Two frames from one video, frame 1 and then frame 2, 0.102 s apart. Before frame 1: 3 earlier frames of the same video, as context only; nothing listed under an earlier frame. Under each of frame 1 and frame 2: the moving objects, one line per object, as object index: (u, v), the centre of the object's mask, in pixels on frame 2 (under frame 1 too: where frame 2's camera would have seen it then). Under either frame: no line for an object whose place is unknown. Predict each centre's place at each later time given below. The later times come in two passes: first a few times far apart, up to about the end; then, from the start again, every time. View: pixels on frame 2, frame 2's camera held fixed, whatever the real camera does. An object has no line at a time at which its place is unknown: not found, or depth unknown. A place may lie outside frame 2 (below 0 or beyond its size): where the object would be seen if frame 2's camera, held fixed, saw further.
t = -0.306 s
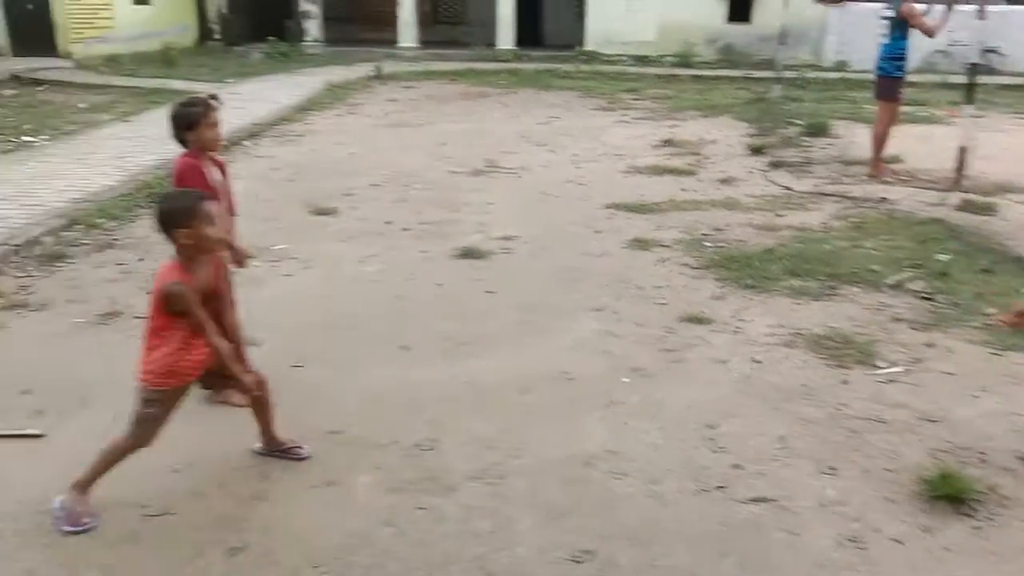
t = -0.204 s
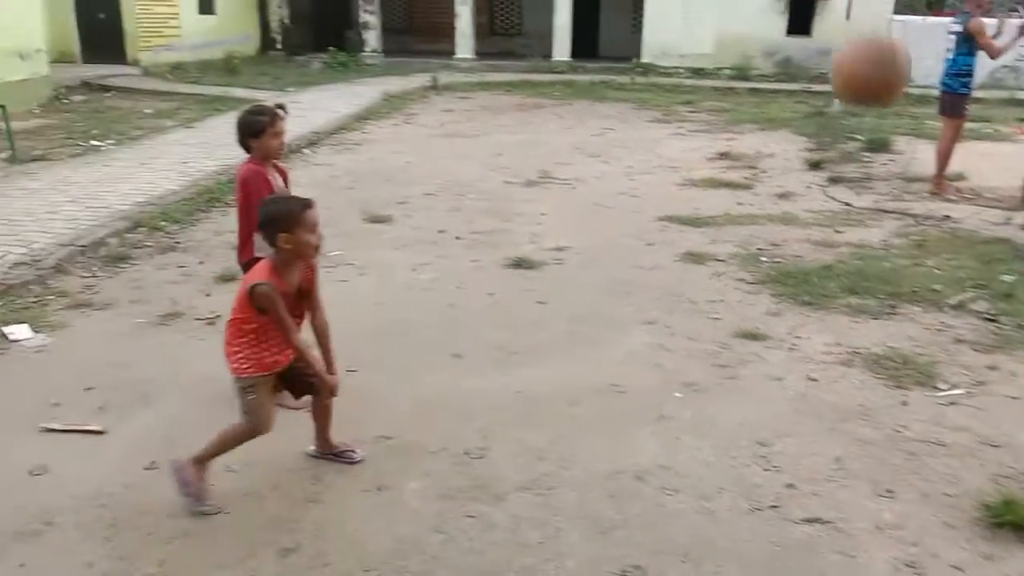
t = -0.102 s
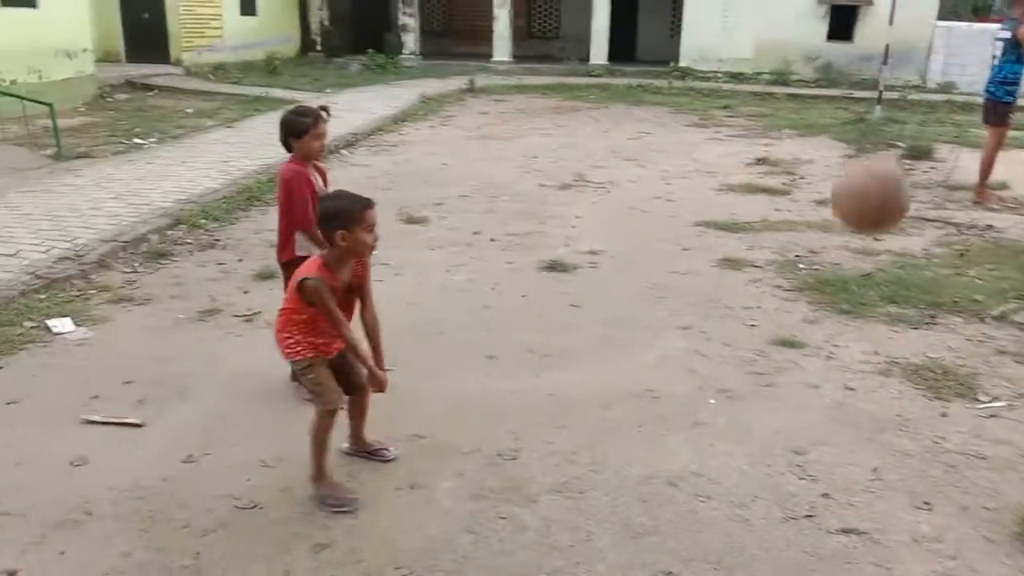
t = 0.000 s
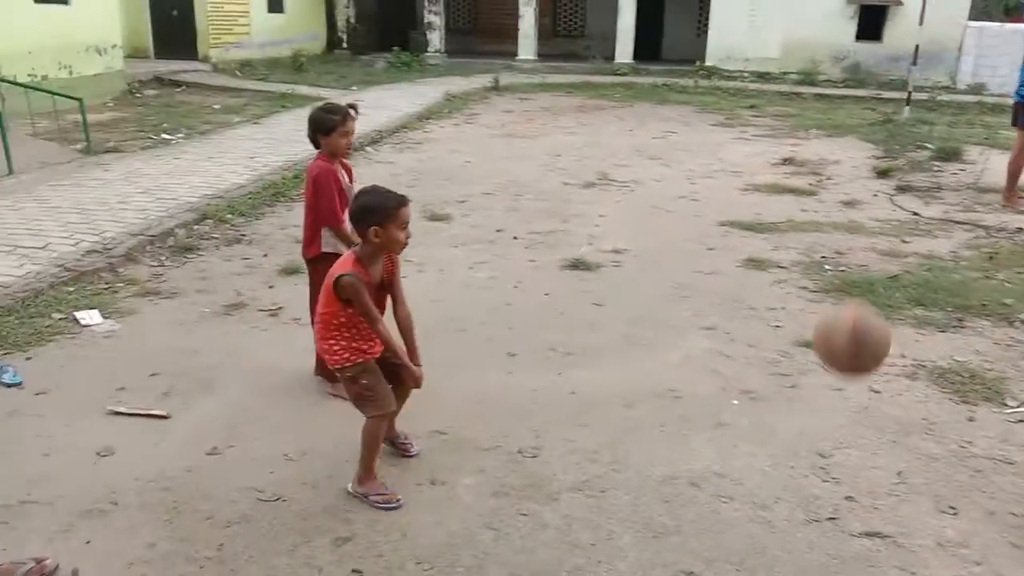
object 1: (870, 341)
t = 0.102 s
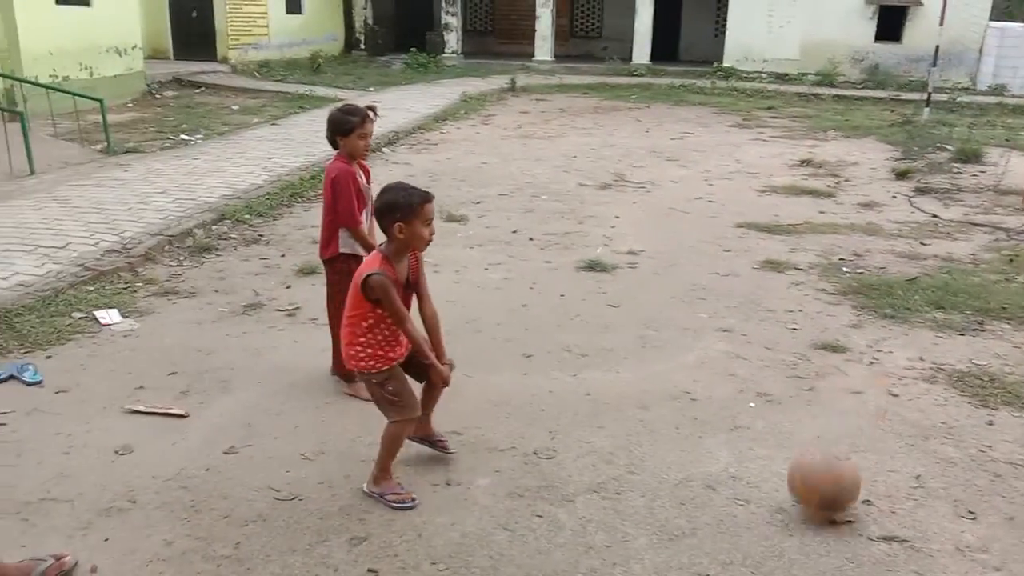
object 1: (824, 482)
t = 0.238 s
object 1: (814, 310)
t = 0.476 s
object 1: (775, 102)
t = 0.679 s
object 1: (721, 59)
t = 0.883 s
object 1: (652, 161)
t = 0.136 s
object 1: (822, 438)
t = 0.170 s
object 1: (820, 394)
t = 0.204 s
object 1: (817, 353)
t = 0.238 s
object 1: (814, 310)
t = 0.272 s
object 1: (810, 272)
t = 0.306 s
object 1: (807, 236)
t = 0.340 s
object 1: (801, 203)
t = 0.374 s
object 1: (796, 173)
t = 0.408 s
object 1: (789, 145)
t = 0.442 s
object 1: (782, 121)
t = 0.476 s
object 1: (775, 102)
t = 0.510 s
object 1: (767, 86)
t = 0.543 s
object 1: (759, 72)
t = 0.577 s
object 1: (750, 63)
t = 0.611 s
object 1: (741, 58)
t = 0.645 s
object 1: (731, 56)
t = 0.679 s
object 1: (721, 59)
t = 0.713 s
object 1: (710, 66)
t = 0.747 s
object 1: (700, 77)
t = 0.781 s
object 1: (688, 92)
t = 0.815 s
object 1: (677, 111)
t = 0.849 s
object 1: (664, 134)
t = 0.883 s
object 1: (652, 161)
